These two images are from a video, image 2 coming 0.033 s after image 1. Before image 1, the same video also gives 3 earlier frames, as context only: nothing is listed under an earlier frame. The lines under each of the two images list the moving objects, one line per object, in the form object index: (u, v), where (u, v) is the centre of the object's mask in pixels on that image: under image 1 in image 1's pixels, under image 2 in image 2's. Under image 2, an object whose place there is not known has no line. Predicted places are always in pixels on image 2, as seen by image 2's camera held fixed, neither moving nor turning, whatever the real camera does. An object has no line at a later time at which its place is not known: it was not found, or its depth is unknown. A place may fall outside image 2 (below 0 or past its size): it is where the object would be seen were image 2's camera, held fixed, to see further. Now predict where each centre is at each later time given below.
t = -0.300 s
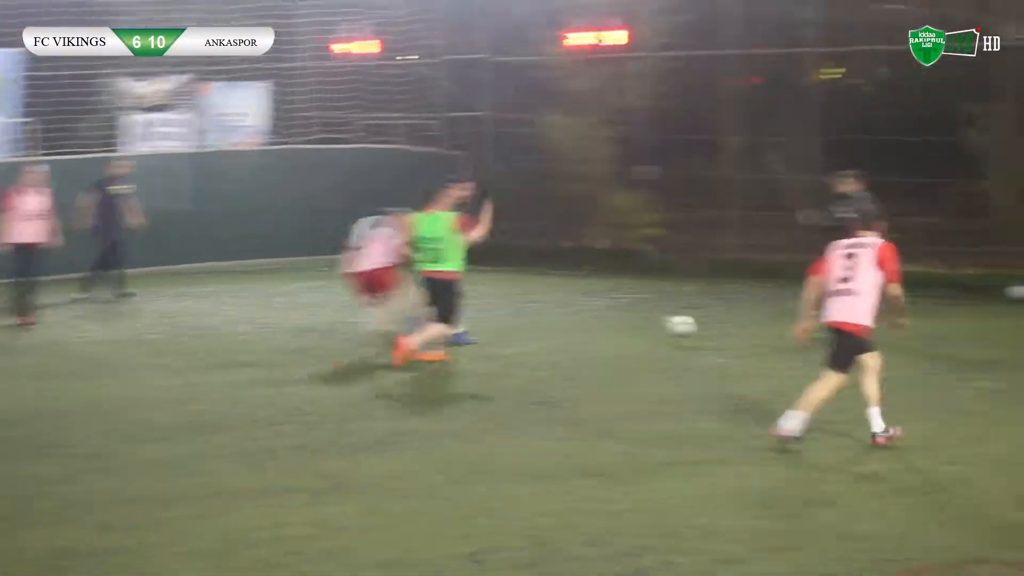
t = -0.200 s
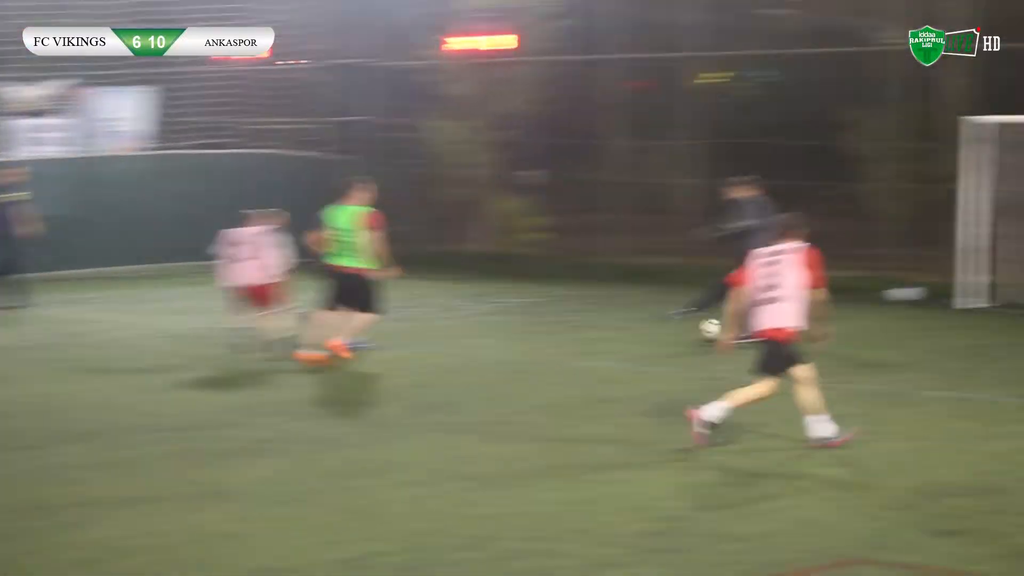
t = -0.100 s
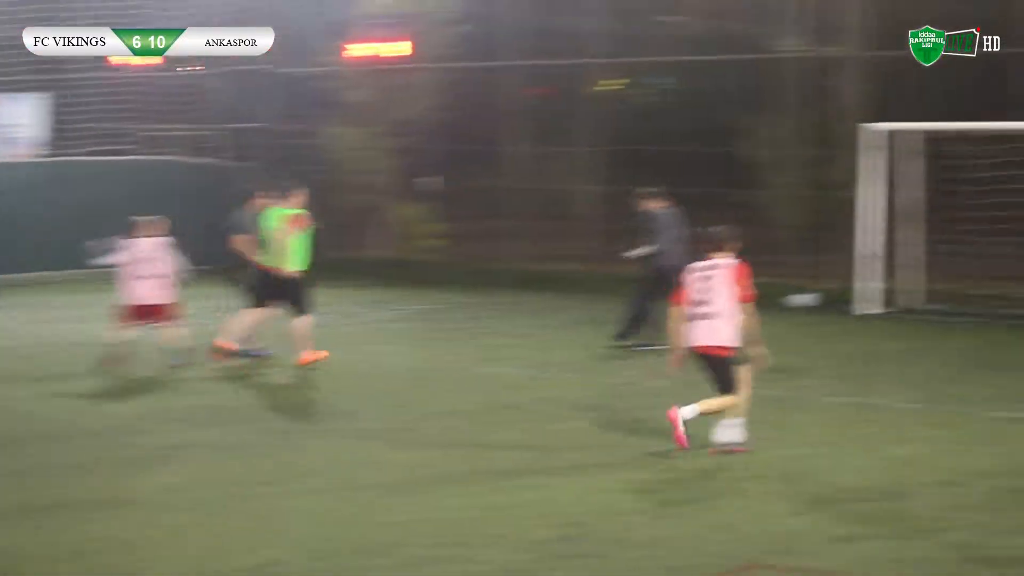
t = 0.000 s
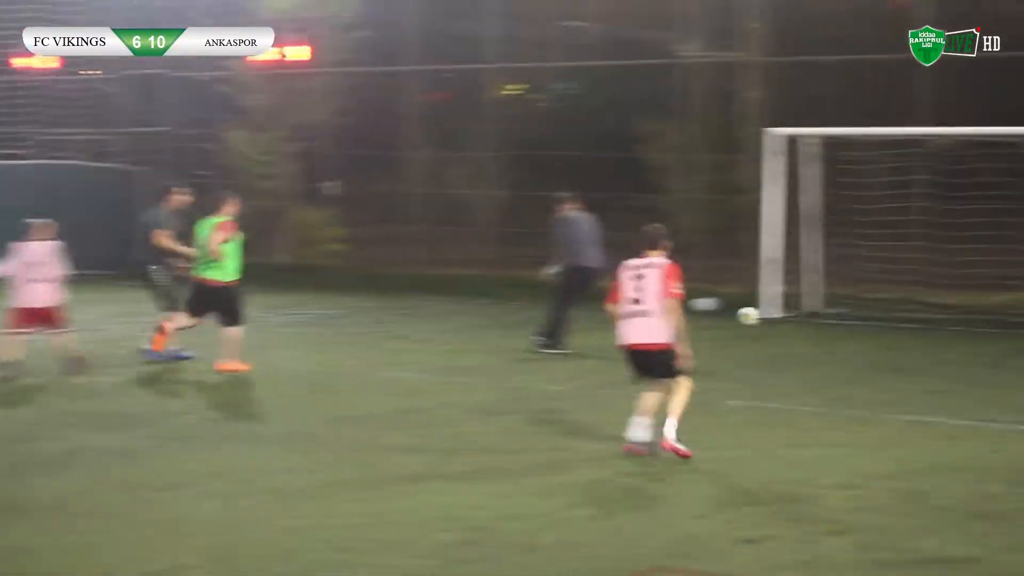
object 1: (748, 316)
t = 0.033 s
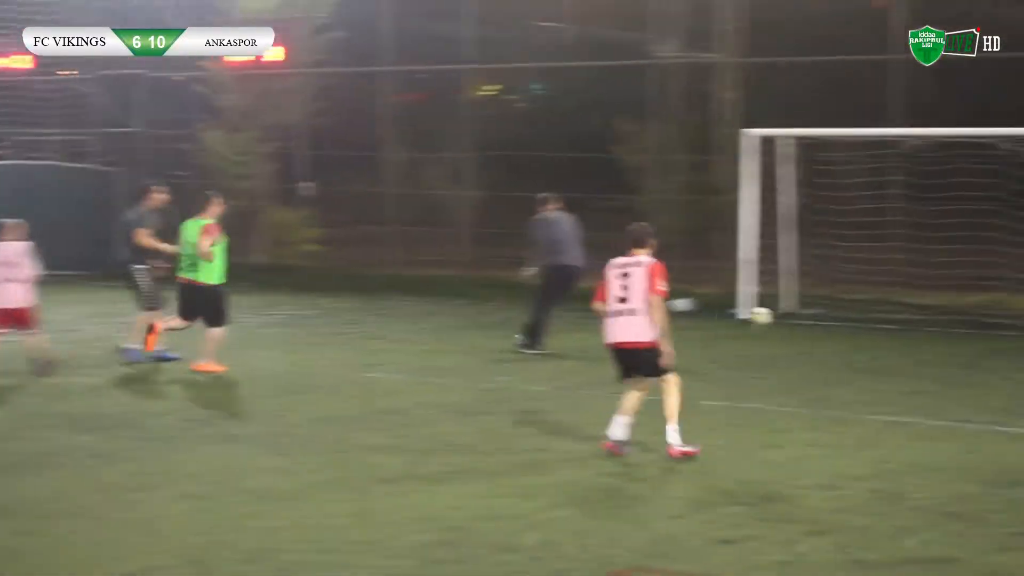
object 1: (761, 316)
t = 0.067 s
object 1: (794, 311)
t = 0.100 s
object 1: (821, 314)
